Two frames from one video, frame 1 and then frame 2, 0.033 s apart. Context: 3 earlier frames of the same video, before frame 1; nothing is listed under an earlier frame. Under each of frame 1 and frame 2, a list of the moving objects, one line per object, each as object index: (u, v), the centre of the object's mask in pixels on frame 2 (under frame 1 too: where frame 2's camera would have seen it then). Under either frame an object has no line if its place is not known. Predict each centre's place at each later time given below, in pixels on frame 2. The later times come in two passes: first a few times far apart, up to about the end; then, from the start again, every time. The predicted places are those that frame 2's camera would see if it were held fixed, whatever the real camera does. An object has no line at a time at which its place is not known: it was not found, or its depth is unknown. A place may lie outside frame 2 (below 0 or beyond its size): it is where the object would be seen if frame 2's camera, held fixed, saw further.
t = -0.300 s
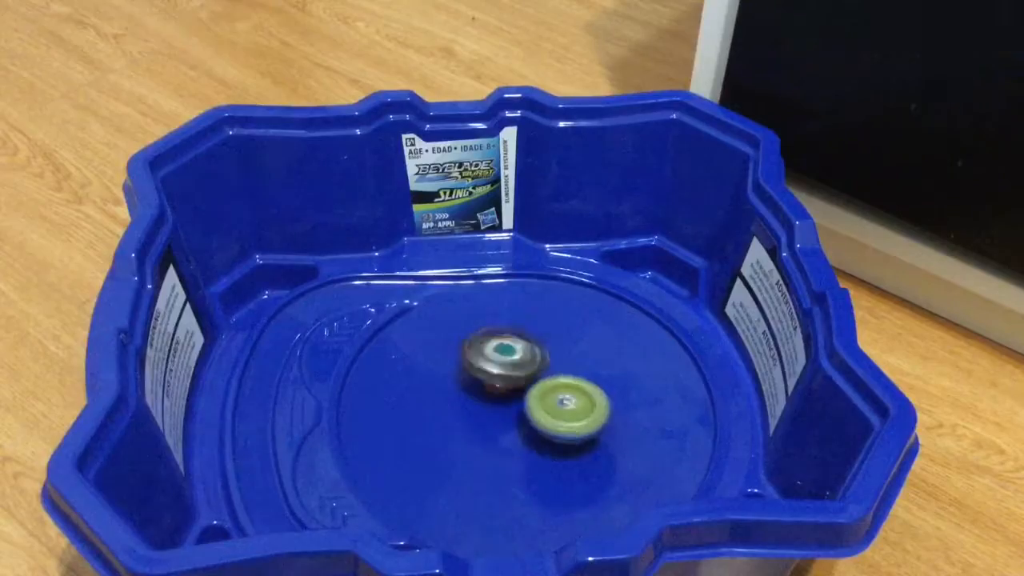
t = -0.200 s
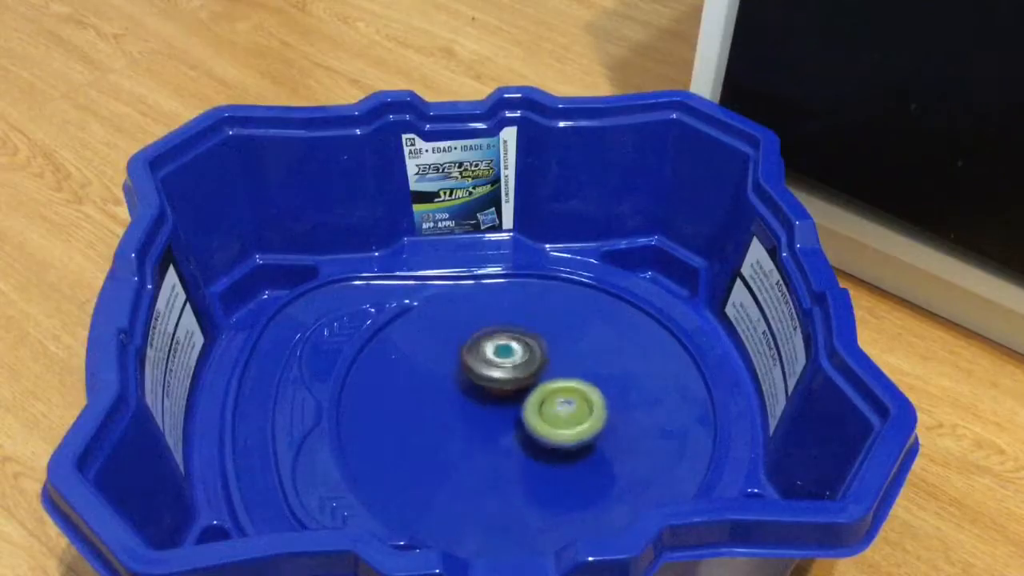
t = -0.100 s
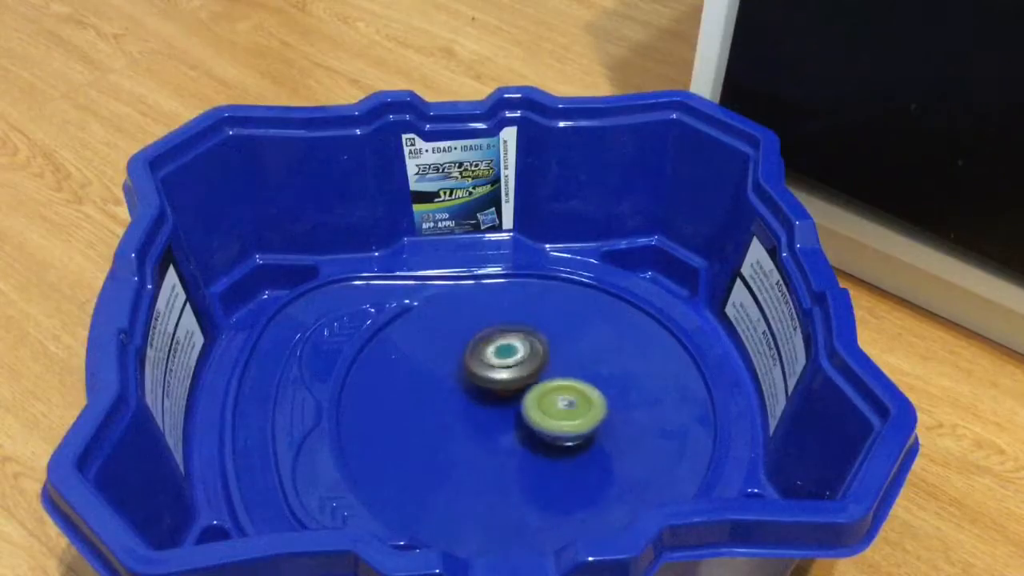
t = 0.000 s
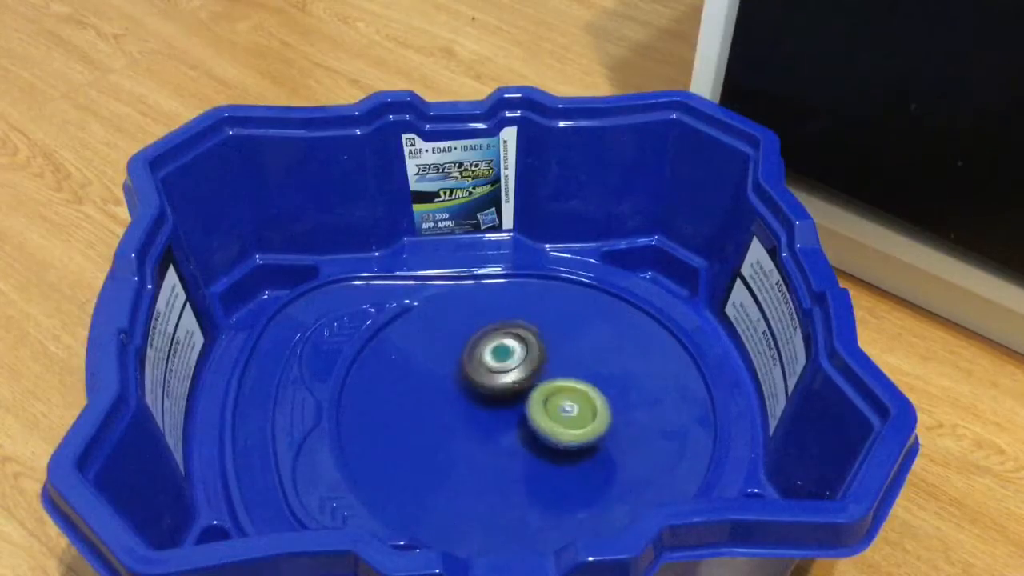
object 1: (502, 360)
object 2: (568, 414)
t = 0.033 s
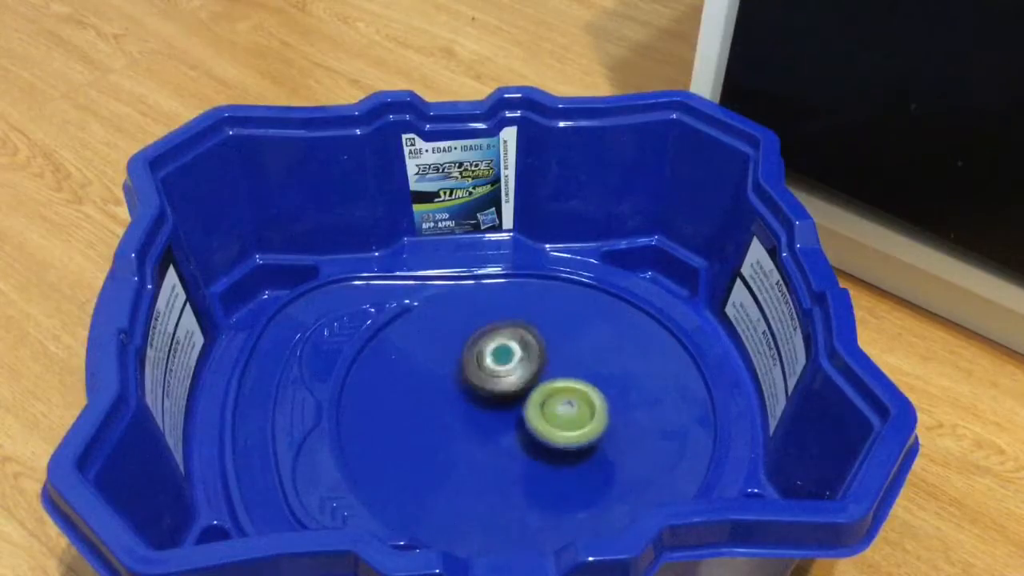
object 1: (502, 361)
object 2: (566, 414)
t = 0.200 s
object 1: (503, 361)
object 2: (565, 419)
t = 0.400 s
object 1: (504, 364)
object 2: (562, 427)
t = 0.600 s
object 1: (502, 361)
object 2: (560, 430)
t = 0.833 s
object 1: (506, 359)
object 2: (561, 418)
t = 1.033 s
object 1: (507, 363)
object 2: (567, 418)
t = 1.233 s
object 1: (507, 361)
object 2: (558, 418)
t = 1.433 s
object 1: (500, 365)
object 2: (554, 421)
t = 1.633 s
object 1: (504, 366)
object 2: (556, 431)
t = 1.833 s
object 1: (509, 370)
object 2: (547, 432)
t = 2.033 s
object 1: (496, 351)
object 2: (567, 453)
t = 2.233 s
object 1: (495, 354)
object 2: (563, 447)
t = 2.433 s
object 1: (505, 379)
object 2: (561, 433)
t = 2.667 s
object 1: (498, 366)
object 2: (579, 433)
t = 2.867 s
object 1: (500, 361)
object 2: (562, 422)
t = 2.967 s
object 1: (501, 365)
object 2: (557, 422)
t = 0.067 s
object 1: (503, 361)
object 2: (565, 415)
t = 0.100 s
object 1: (503, 361)
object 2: (563, 413)
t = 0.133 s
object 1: (504, 360)
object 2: (565, 417)
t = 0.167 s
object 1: (502, 360)
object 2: (566, 418)
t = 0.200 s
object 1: (503, 361)
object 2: (565, 419)
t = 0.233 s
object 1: (504, 362)
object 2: (564, 420)
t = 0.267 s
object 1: (505, 362)
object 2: (564, 420)
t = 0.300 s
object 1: (506, 363)
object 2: (563, 421)
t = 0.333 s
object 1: (505, 363)
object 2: (562, 421)
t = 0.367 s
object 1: (505, 365)
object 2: (560, 421)
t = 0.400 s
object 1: (504, 364)
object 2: (562, 427)
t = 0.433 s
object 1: (501, 361)
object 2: (564, 431)
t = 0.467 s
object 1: (499, 360)
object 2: (564, 434)
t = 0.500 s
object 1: (497, 360)
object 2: (562, 434)
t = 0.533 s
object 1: (498, 360)
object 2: (560, 433)
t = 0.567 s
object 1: (500, 360)
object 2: (559, 431)
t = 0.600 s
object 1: (502, 361)
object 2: (560, 430)
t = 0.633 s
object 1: (503, 360)
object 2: (561, 428)
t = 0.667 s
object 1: (503, 360)
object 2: (559, 426)
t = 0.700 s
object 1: (504, 360)
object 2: (560, 425)
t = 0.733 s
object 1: (505, 359)
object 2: (560, 424)
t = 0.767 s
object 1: (504, 360)
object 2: (560, 420)
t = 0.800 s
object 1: (506, 359)
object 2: (561, 419)
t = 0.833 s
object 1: (506, 359)
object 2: (561, 418)
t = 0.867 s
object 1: (506, 359)
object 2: (563, 419)
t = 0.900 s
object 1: (505, 358)
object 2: (565, 420)
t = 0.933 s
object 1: (503, 361)
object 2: (564, 420)
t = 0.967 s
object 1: (505, 361)
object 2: (564, 418)
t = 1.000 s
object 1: (506, 362)
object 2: (567, 418)
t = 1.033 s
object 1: (507, 363)
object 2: (567, 418)
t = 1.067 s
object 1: (508, 362)
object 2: (565, 417)
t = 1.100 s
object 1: (508, 362)
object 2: (565, 418)
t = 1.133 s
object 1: (509, 362)
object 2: (564, 417)
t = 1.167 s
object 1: (509, 361)
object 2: (562, 417)
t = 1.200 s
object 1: (508, 361)
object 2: (560, 417)
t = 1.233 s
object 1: (507, 361)
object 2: (558, 418)
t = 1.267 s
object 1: (505, 361)
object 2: (556, 418)
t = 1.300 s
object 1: (503, 361)
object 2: (554, 418)
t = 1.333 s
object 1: (500, 362)
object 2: (554, 418)
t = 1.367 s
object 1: (499, 363)
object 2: (554, 419)
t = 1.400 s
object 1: (499, 364)
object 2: (554, 420)
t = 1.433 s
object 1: (500, 365)
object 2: (554, 421)
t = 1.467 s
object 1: (501, 365)
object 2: (553, 422)
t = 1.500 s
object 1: (502, 365)
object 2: (553, 427)
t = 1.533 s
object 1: (502, 365)
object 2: (555, 426)
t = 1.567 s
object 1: (503, 365)
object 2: (555, 428)
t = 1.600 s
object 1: (504, 366)
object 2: (556, 429)
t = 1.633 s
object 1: (504, 366)
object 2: (556, 431)
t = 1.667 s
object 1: (505, 367)
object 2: (556, 431)
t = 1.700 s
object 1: (505, 368)
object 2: (555, 432)
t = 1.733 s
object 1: (507, 370)
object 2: (552, 434)
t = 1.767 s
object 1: (507, 370)
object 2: (550, 433)
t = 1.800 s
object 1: (508, 370)
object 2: (549, 433)
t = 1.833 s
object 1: (509, 370)
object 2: (547, 432)
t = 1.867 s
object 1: (510, 367)
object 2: (547, 429)
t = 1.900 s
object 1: (509, 366)
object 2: (550, 431)
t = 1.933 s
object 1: (505, 362)
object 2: (554, 438)
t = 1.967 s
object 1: (501, 357)
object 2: (563, 444)
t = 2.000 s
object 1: (498, 353)
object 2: (566, 453)
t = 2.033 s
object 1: (496, 351)
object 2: (567, 453)
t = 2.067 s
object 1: (495, 349)
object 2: (568, 455)
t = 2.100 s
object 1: (494, 348)
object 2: (567, 456)
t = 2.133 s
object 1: (494, 349)
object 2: (565, 455)
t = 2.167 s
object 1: (494, 351)
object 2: (565, 453)
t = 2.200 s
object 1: (495, 352)
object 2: (564, 450)
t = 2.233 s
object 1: (495, 354)
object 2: (563, 447)
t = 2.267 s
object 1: (495, 357)
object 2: (563, 443)
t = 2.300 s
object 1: (495, 360)
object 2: (560, 437)
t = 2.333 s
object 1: (497, 366)
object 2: (560, 433)
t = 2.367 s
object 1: (499, 371)
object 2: (560, 431)
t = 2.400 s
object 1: (502, 375)
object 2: (559, 430)
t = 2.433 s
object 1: (505, 379)
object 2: (561, 433)
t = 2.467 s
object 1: (506, 381)
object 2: (566, 437)
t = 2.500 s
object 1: (505, 381)
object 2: (570, 438)
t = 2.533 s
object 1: (502, 380)
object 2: (574, 438)
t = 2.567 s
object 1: (498, 378)
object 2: (577, 437)
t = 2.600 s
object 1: (497, 374)
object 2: (579, 436)
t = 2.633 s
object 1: (497, 370)
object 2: (580, 435)
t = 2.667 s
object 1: (498, 366)
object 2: (579, 433)
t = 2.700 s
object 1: (497, 363)
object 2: (577, 431)
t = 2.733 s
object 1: (496, 363)
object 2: (573, 430)
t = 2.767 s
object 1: (497, 362)
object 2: (570, 427)
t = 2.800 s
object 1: (497, 362)
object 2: (569, 424)
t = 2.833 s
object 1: (499, 362)
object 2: (566, 424)
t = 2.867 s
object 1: (500, 361)
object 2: (562, 422)
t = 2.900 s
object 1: (501, 363)
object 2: (561, 421)
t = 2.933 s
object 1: (502, 365)
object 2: (559, 421)
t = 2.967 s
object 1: (501, 365)
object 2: (557, 422)
